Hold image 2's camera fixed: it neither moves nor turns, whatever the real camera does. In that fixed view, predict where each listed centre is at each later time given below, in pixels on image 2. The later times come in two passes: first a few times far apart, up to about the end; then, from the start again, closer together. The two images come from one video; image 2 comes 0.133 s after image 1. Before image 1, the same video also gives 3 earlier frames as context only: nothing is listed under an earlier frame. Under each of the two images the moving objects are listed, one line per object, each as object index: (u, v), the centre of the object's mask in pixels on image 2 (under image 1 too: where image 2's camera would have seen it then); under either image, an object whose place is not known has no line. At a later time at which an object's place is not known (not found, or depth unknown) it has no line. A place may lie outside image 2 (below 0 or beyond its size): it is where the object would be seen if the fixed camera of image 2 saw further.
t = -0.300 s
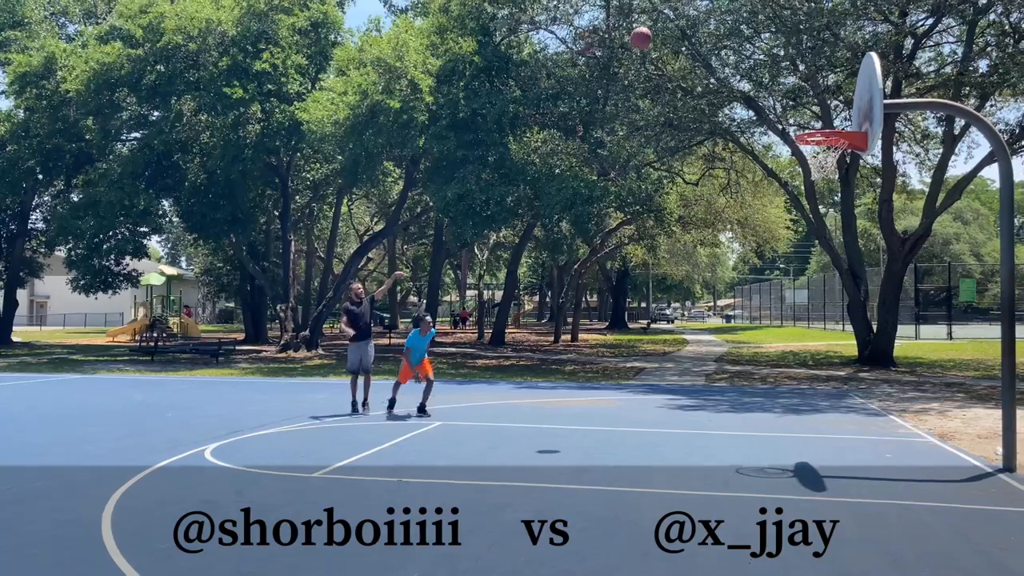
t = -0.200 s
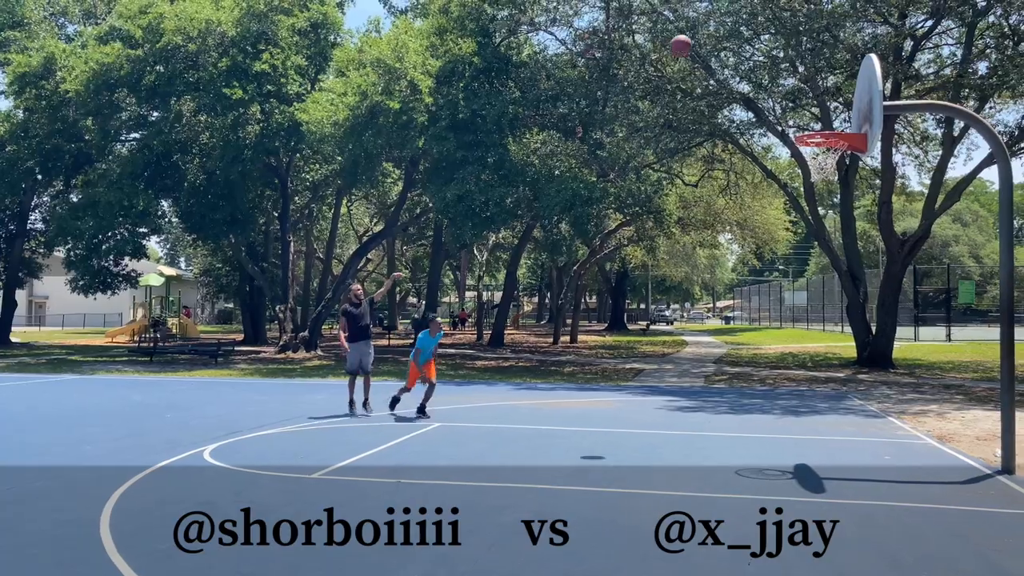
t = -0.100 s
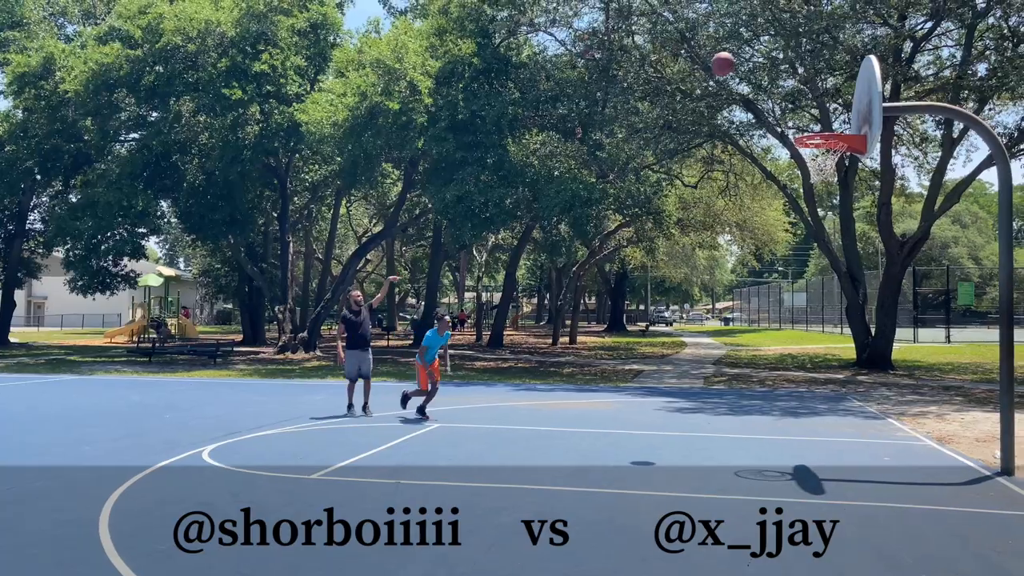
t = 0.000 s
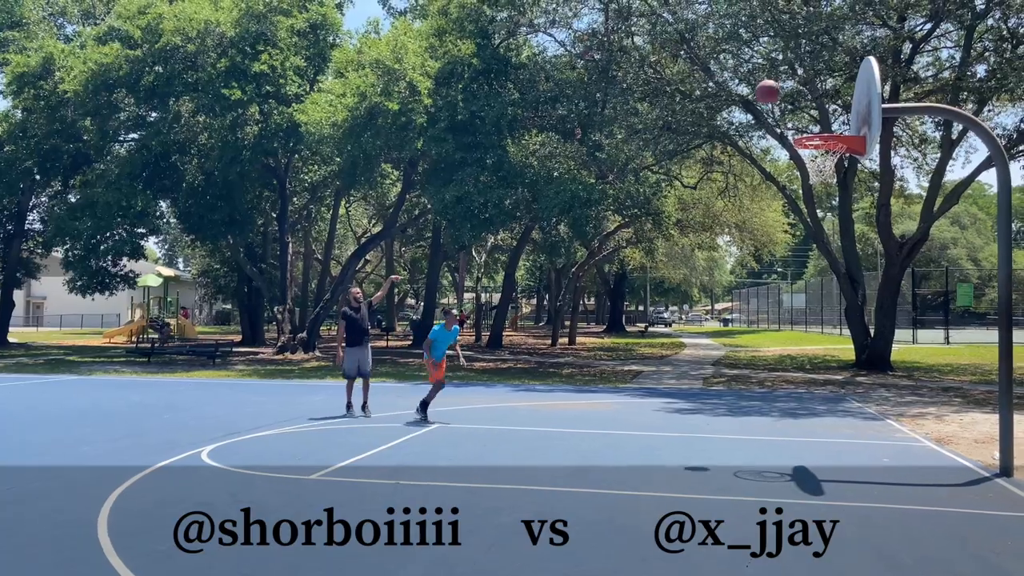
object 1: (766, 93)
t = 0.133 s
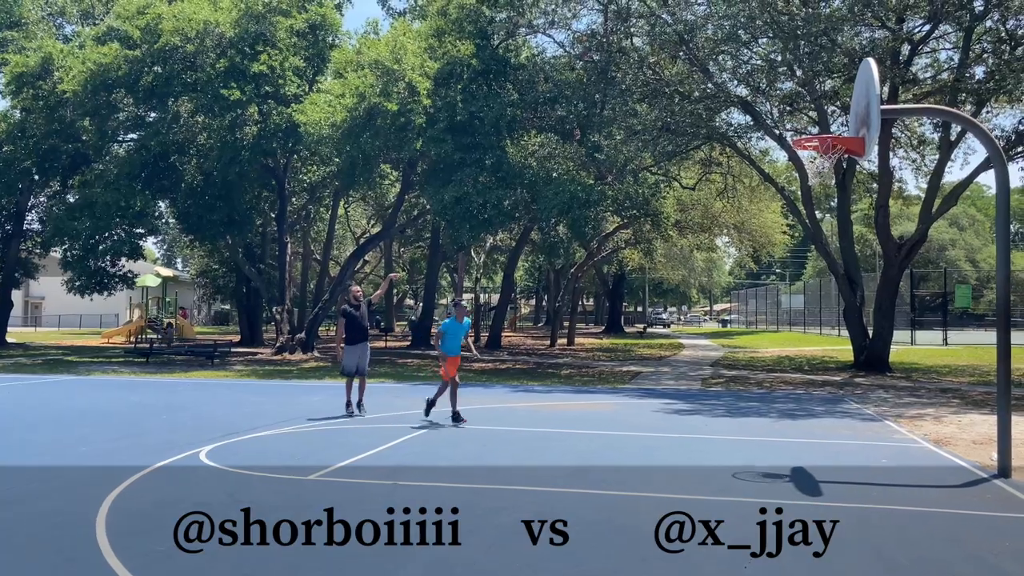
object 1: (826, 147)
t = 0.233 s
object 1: (830, 155)
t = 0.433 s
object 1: (805, 162)
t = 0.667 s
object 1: (812, 211)
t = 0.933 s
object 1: (819, 326)
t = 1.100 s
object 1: (823, 429)
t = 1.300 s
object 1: (831, 360)
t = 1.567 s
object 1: (838, 286)
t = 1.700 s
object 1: (841, 276)
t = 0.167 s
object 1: (836, 157)
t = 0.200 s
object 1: (834, 156)
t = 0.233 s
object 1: (830, 155)
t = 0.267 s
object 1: (824, 155)
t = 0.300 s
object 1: (815, 156)
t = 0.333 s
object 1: (810, 158)
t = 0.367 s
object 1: (805, 160)
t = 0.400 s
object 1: (804, 162)
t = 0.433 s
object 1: (805, 162)
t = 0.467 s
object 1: (806, 164)
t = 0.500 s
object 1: (808, 171)
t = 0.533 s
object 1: (806, 180)
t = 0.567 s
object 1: (809, 184)
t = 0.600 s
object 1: (810, 192)
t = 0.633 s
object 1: (811, 201)
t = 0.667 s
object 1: (812, 211)
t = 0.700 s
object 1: (813, 222)
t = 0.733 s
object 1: (813, 234)
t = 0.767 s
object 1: (814, 247)
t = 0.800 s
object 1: (815, 261)
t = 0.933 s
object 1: (819, 326)
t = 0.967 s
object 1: (820, 345)
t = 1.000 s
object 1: (822, 364)
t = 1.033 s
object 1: (822, 385)
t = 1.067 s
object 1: (823, 407)
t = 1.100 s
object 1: (823, 429)
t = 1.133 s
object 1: (825, 441)
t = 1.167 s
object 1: (826, 422)
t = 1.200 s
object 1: (827, 404)
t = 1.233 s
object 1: (829, 388)
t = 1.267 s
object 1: (830, 374)
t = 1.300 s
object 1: (831, 360)
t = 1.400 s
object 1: (834, 324)
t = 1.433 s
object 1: (835, 315)
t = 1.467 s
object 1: (836, 306)
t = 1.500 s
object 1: (837, 298)
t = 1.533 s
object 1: (837, 292)
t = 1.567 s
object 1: (838, 286)
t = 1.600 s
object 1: (839, 282)
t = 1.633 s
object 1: (840, 279)
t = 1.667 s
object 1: (841, 277)
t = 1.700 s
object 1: (841, 276)
